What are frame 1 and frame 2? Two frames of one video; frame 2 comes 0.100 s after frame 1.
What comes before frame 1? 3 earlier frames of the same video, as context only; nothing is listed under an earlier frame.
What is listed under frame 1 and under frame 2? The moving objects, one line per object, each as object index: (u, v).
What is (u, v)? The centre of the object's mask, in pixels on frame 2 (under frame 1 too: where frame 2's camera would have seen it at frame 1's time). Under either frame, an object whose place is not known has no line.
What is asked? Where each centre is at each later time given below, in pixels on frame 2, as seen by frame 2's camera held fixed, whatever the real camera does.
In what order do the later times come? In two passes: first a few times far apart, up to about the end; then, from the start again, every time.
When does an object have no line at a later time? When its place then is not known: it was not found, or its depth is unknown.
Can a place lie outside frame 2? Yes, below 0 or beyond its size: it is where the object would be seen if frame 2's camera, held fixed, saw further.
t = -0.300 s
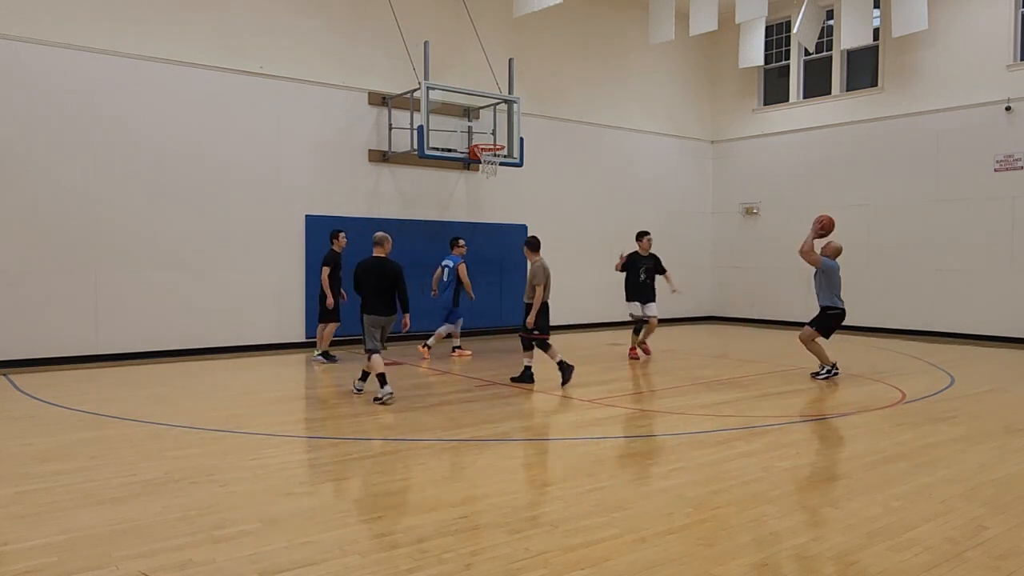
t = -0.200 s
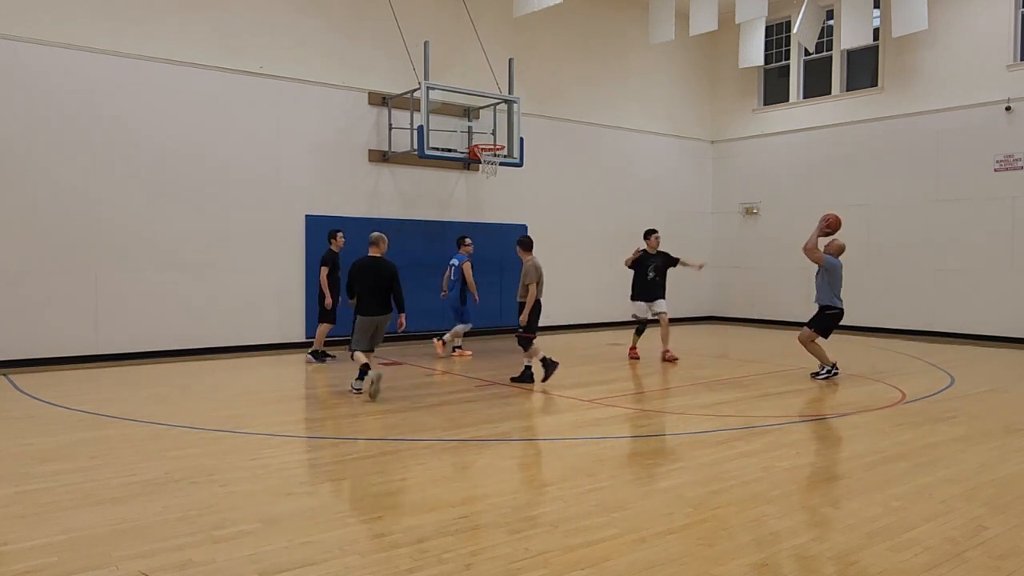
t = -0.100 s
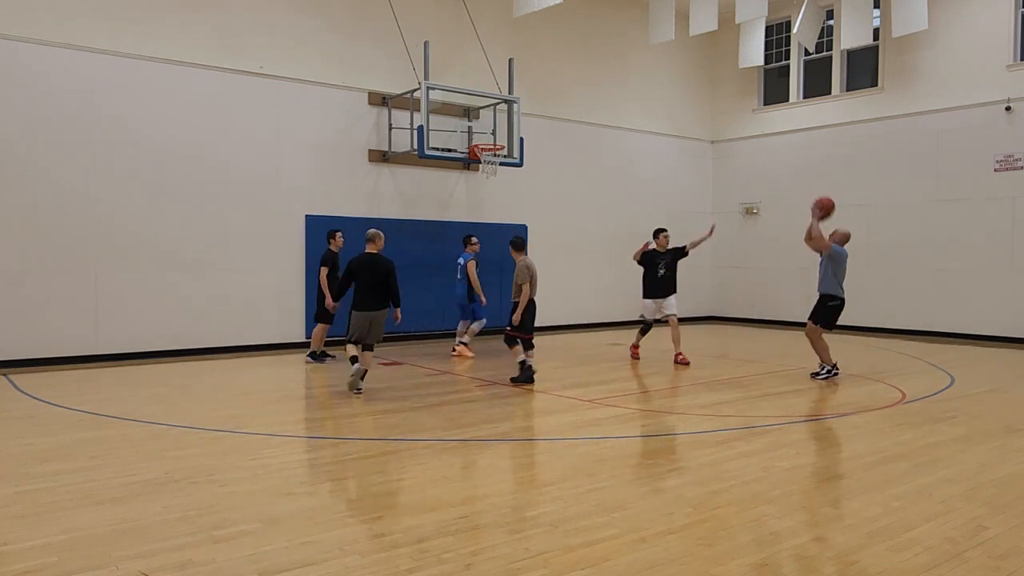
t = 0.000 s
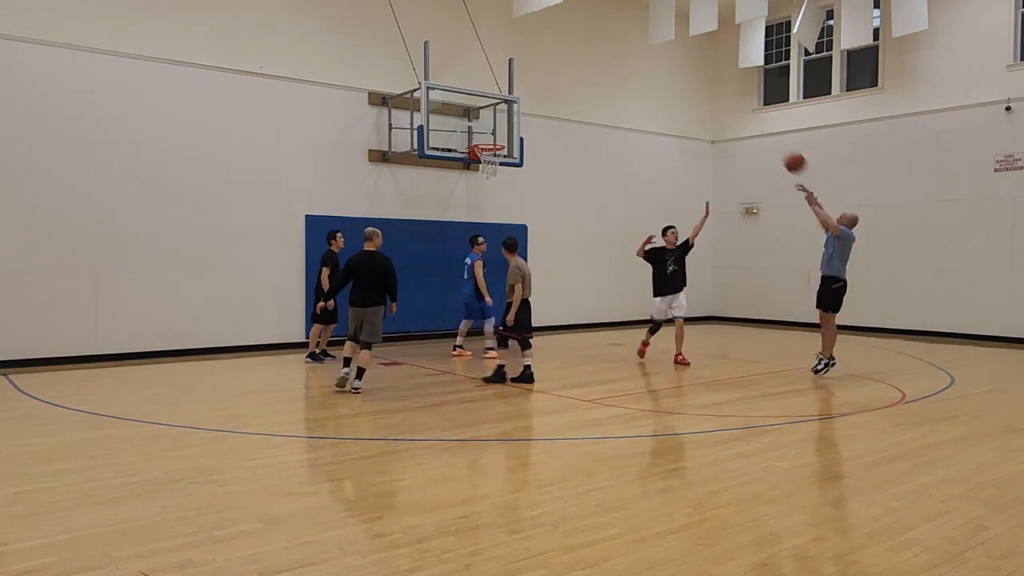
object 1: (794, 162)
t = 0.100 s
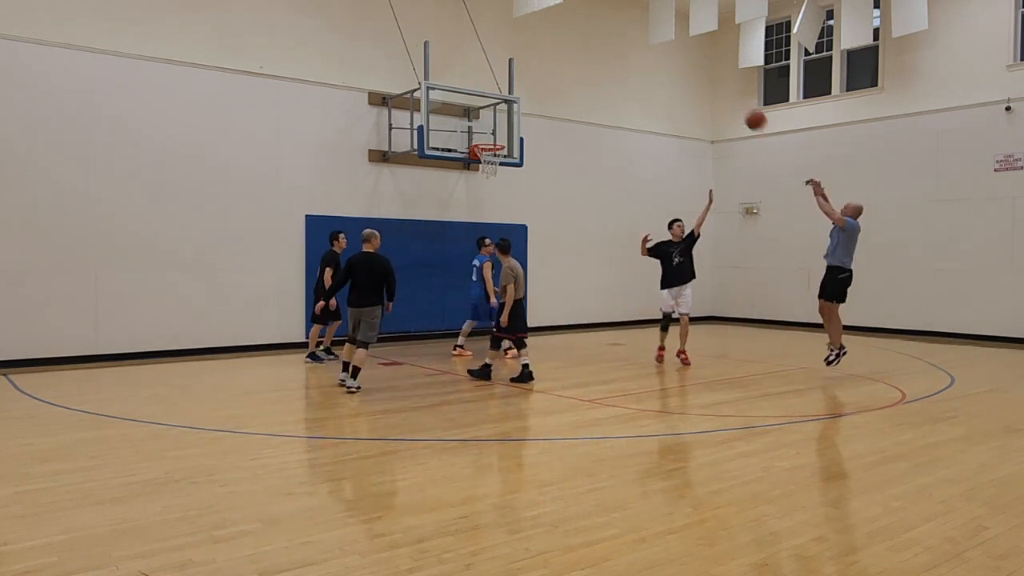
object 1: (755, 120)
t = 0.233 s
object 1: (706, 80)
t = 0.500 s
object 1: (621, 46)
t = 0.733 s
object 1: (555, 61)
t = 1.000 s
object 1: (490, 119)
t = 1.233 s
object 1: (473, 103)
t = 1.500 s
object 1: (482, 85)
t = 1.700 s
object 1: (489, 103)
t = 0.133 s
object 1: (743, 108)
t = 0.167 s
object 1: (730, 98)
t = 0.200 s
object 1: (718, 88)
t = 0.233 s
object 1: (706, 80)
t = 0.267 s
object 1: (695, 72)
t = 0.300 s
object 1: (684, 66)
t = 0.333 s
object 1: (673, 60)
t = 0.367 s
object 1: (662, 55)
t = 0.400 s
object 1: (651, 51)
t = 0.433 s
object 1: (641, 49)
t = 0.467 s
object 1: (631, 47)
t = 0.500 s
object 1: (621, 46)
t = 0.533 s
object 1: (611, 46)
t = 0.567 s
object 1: (601, 46)
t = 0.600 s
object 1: (591, 48)
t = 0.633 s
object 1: (582, 50)
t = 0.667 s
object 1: (573, 53)
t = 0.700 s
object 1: (564, 56)
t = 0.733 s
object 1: (555, 61)
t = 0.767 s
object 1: (546, 66)
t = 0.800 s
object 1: (538, 72)
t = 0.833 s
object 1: (530, 78)
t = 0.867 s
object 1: (522, 85)
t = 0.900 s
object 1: (514, 93)
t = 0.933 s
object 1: (505, 101)
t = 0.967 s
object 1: (498, 109)
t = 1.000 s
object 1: (490, 119)
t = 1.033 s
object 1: (482, 129)
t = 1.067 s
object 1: (475, 138)
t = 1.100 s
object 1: (473, 131)
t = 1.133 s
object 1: (471, 122)
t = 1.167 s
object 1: (471, 115)
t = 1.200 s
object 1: (472, 108)
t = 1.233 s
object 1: (473, 103)
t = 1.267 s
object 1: (475, 98)
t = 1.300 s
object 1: (476, 94)
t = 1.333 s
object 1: (477, 91)
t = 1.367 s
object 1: (478, 88)
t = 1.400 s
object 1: (479, 87)
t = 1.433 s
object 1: (480, 85)
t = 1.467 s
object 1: (481, 85)
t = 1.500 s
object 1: (482, 85)
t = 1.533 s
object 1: (483, 86)
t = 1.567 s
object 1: (484, 88)
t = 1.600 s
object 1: (485, 91)
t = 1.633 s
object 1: (487, 94)
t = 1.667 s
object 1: (488, 98)
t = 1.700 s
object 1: (489, 103)
